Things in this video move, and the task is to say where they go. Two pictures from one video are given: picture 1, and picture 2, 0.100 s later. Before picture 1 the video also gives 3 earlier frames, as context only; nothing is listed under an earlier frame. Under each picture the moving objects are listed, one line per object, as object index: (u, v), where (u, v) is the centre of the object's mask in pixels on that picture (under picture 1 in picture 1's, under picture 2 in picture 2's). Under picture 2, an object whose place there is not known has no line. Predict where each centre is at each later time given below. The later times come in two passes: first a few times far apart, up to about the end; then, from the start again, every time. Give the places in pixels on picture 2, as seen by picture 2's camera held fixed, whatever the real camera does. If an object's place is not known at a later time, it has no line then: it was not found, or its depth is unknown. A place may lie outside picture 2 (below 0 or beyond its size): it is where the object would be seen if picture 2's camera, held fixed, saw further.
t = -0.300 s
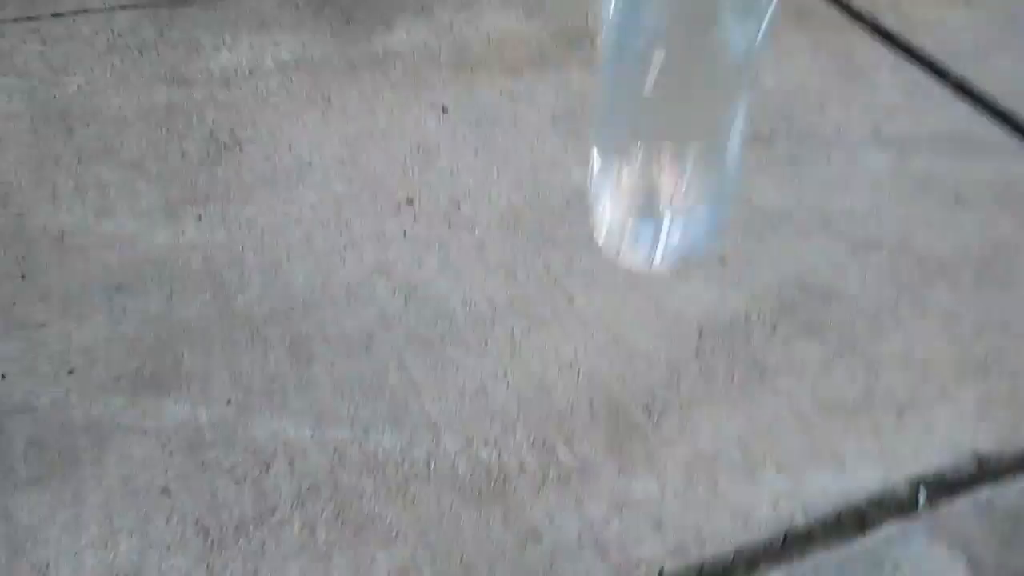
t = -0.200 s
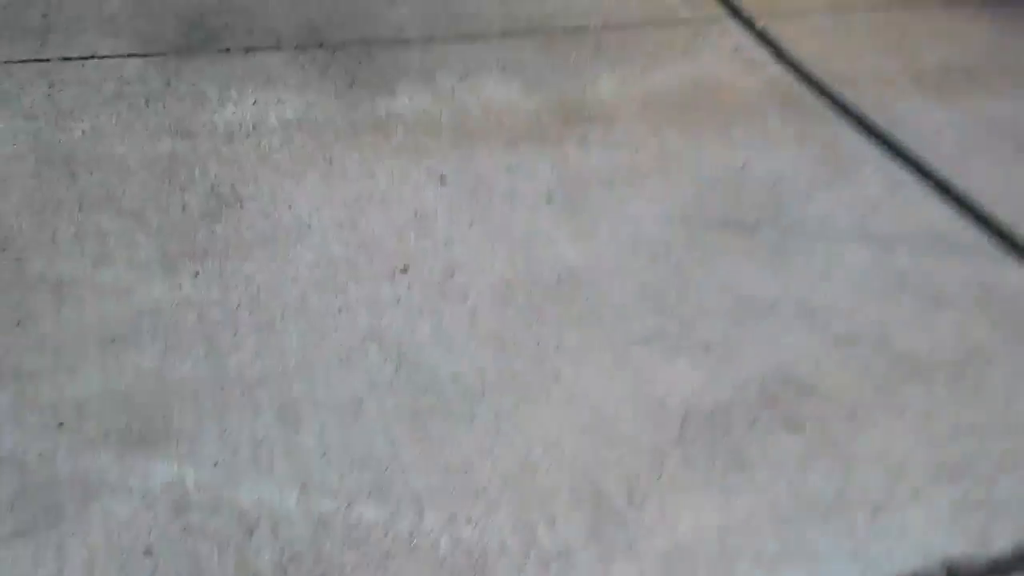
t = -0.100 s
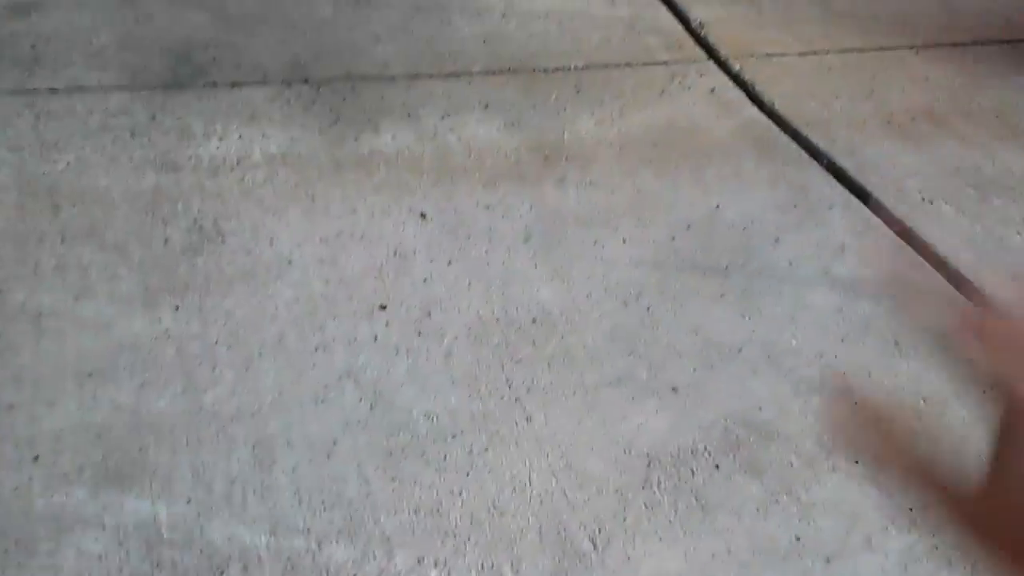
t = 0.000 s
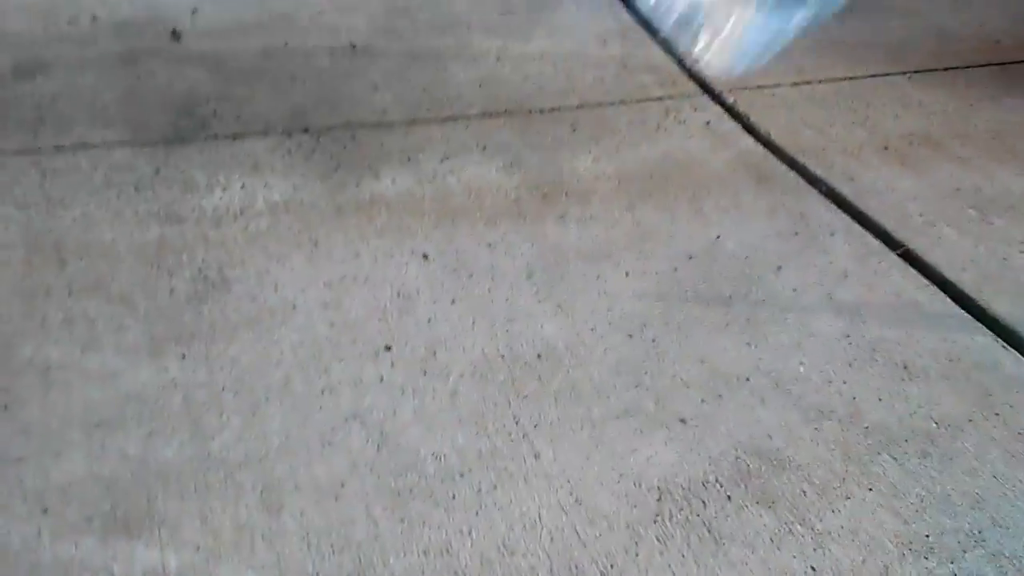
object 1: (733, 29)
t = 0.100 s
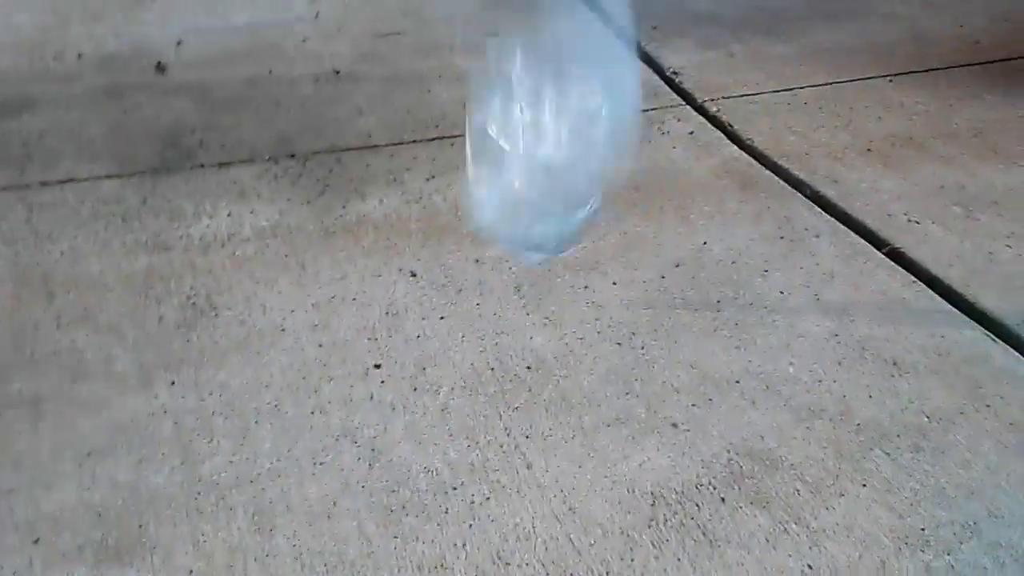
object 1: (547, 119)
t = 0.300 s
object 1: (437, 387)
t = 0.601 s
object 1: (361, 332)
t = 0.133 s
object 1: (547, 253)
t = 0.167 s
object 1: (520, 368)
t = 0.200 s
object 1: (492, 450)
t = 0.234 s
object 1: (478, 434)
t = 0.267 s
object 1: (456, 404)
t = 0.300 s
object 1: (437, 387)
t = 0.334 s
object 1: (420, 381)
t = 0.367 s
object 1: (404, 381)
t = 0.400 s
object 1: (391, 375)
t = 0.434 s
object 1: (383, 362)
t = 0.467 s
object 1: (377, 358)
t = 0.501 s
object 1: (371, 349)
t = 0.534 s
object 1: (367, 343)
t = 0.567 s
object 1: (363, 338)
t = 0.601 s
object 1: (361, 332)
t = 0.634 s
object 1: (361, 331)
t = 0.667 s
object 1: (362, 332)
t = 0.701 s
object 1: (361, 331)
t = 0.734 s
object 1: (362, 333)
